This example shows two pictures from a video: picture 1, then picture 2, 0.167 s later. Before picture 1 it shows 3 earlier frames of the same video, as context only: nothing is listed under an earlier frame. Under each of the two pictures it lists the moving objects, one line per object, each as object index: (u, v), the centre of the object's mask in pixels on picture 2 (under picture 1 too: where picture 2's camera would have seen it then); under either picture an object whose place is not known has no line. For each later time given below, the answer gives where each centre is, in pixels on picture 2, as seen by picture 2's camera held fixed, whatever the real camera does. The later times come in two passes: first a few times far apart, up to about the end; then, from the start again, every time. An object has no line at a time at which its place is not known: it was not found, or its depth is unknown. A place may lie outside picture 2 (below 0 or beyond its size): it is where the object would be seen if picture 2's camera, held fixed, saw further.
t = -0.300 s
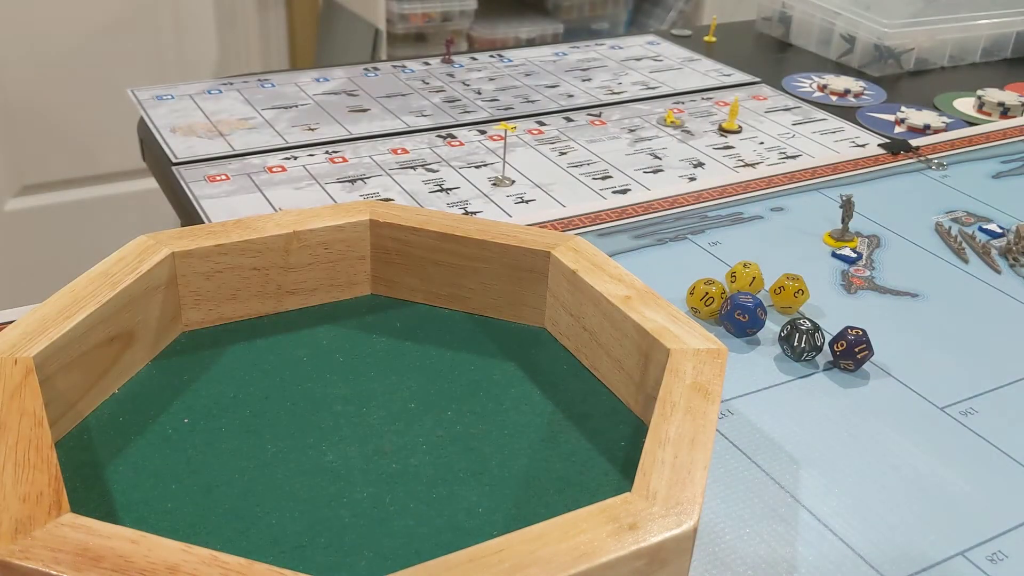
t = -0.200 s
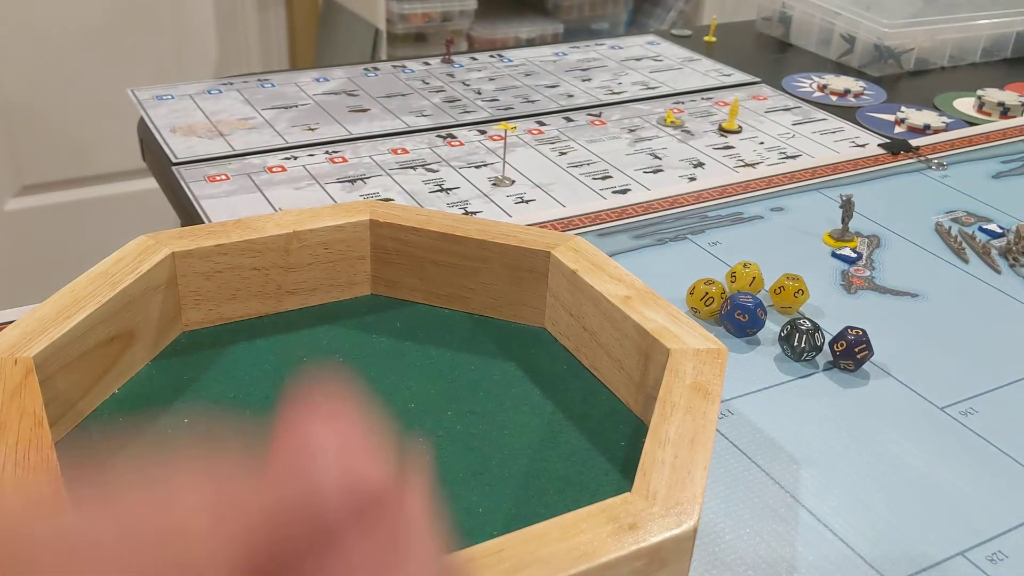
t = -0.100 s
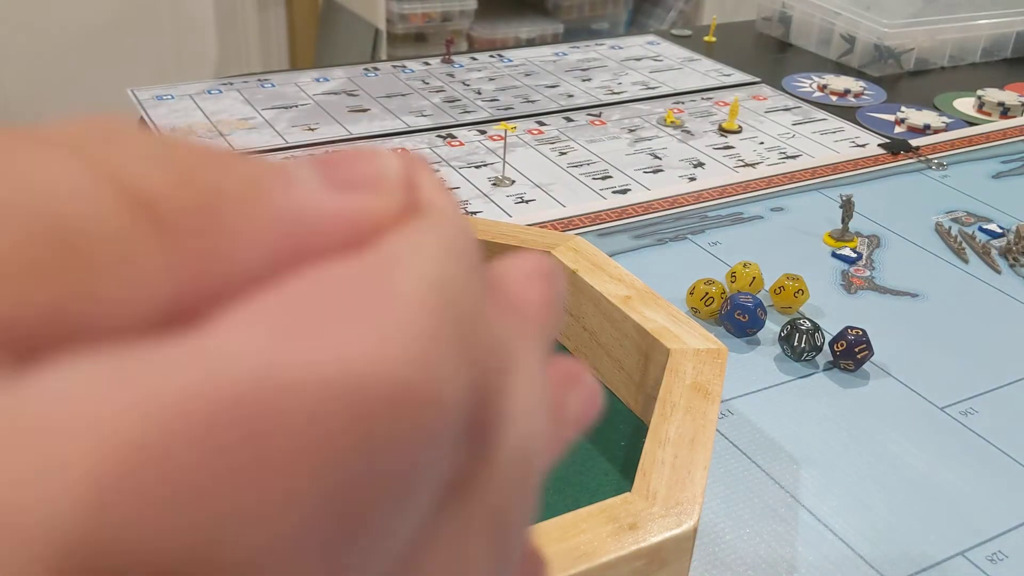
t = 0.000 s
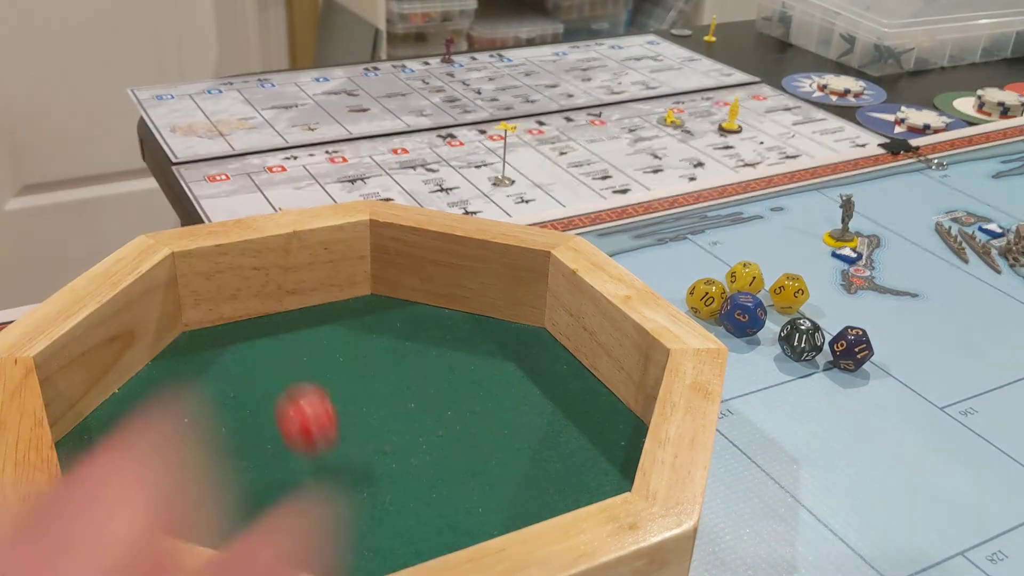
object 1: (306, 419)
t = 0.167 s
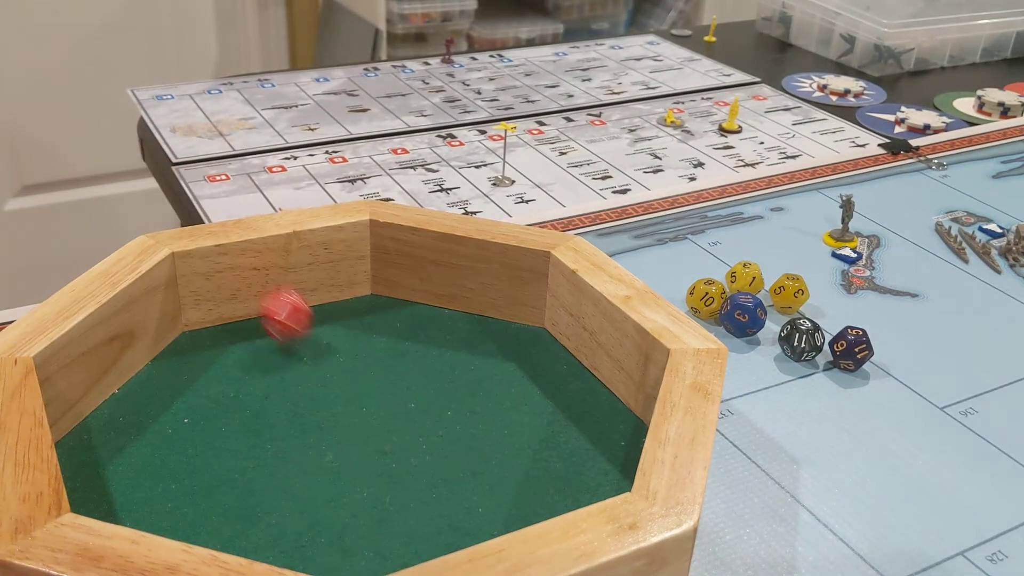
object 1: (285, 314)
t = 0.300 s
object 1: (361, 364)
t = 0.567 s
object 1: (361, 420)
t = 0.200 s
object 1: (306, 332)
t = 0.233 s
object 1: (327, 345)
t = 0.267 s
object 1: (346, 353)
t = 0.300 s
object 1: (361, 364)
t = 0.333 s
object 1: (372, 371)
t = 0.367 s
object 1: (380, 381)
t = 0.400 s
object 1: (384, 390)
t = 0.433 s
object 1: (387, 400)
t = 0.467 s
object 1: (386, 409)
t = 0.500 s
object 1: (379, 417)
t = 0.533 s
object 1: (370, 421)
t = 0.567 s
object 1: (361, 420)
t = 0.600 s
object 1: (359, 418)
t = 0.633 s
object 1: (360, 418)
